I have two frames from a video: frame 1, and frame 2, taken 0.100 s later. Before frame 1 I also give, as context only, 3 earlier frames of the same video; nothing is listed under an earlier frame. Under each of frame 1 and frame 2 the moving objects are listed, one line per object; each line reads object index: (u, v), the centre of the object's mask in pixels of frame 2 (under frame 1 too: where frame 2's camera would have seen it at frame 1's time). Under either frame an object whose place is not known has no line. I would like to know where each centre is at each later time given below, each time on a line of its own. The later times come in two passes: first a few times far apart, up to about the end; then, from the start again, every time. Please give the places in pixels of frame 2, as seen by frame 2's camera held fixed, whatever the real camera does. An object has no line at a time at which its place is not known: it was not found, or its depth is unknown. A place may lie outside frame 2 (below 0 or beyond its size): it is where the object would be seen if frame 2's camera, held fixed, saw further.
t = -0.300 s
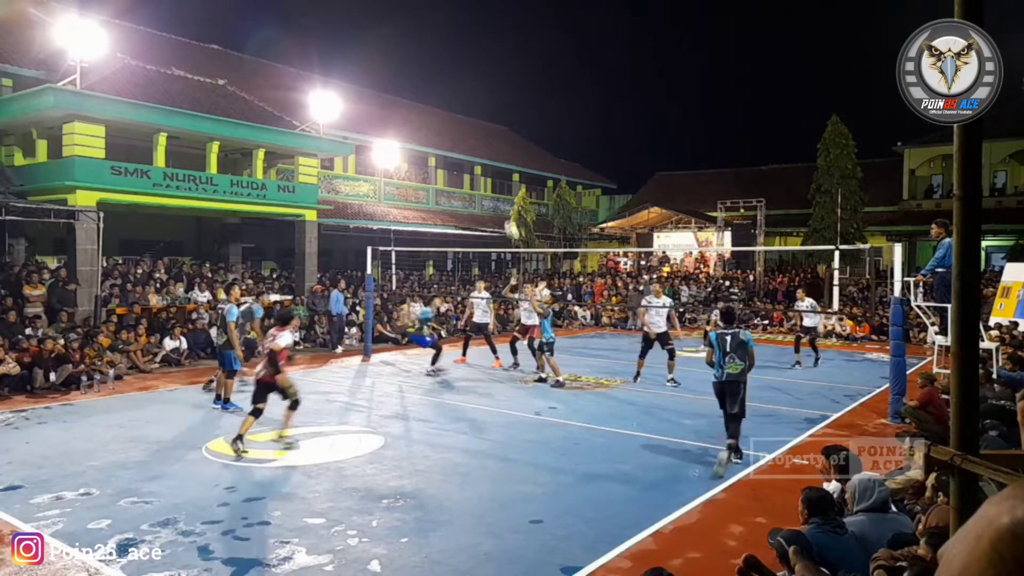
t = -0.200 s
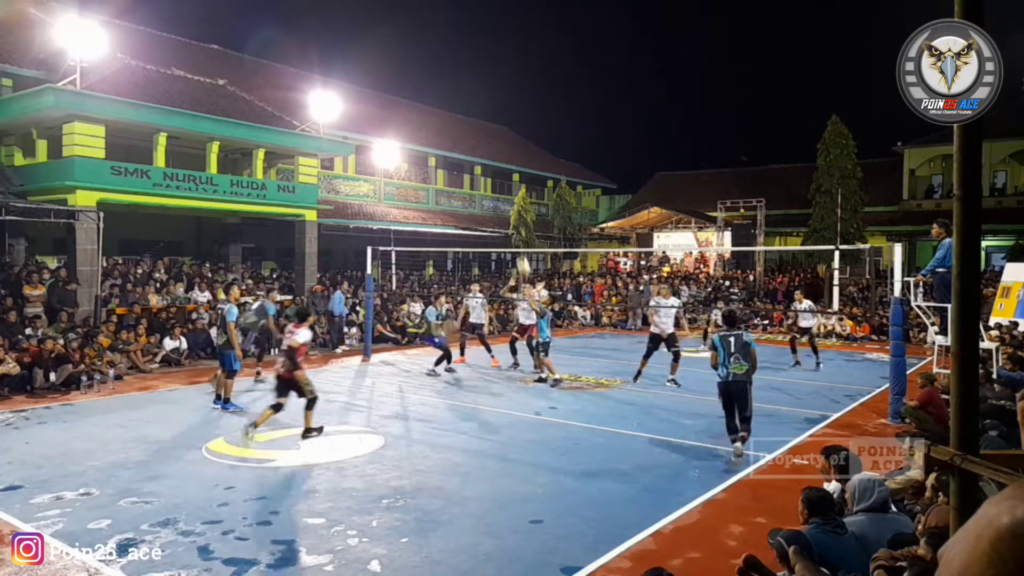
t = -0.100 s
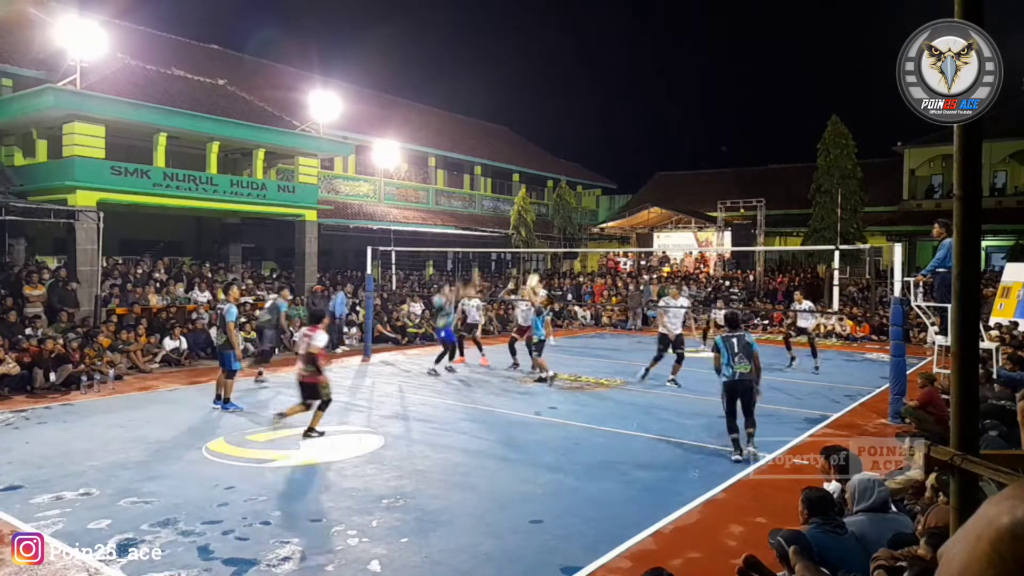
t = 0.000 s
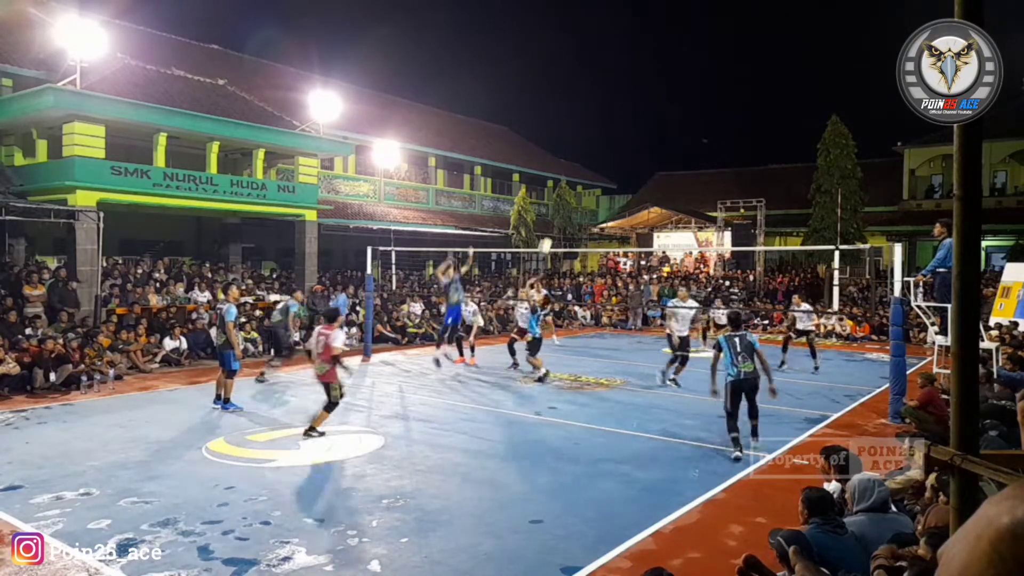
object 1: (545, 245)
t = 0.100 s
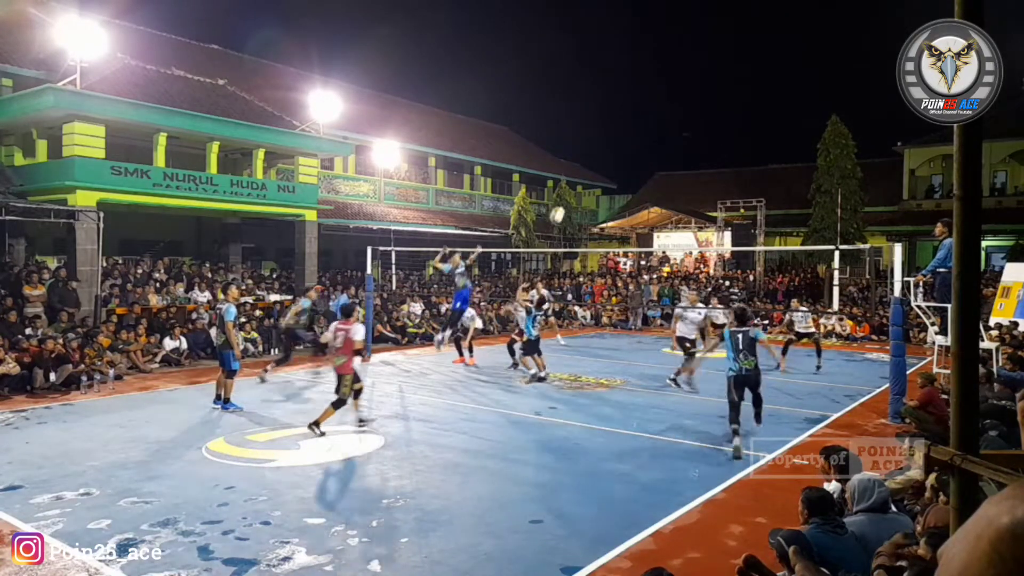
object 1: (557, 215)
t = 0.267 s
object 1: (578, 173)
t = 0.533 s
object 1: (612, 138)
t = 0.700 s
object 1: (635, 138)
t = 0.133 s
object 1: (561, 205)
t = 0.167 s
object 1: (565, 196)
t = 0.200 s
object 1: (570, 188)
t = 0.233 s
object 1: (574, 180)
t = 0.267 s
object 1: (578, 173)
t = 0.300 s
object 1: (582, 167)
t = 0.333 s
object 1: (586, 161)
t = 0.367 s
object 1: (591, 155)
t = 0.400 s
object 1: (595, 151)
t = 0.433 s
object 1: (599, 147)
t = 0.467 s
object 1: (604, 143)
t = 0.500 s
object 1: (608, 140)
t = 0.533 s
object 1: (612, 138)
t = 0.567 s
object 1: (617, 137)
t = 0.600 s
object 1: (622, 136)
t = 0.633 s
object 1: (626, 136)
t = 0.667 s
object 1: (630, 137)
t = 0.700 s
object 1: (635, 138)
